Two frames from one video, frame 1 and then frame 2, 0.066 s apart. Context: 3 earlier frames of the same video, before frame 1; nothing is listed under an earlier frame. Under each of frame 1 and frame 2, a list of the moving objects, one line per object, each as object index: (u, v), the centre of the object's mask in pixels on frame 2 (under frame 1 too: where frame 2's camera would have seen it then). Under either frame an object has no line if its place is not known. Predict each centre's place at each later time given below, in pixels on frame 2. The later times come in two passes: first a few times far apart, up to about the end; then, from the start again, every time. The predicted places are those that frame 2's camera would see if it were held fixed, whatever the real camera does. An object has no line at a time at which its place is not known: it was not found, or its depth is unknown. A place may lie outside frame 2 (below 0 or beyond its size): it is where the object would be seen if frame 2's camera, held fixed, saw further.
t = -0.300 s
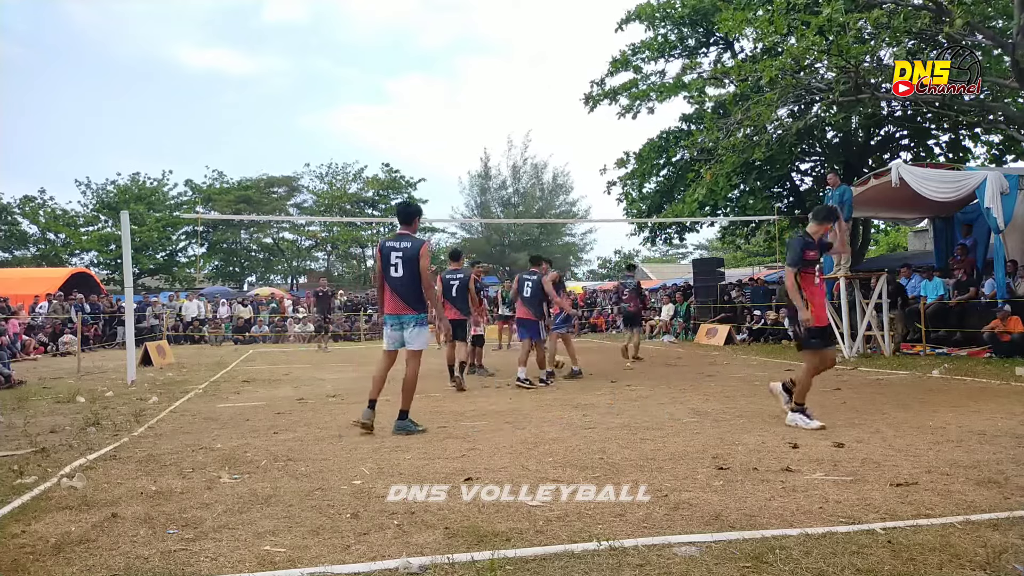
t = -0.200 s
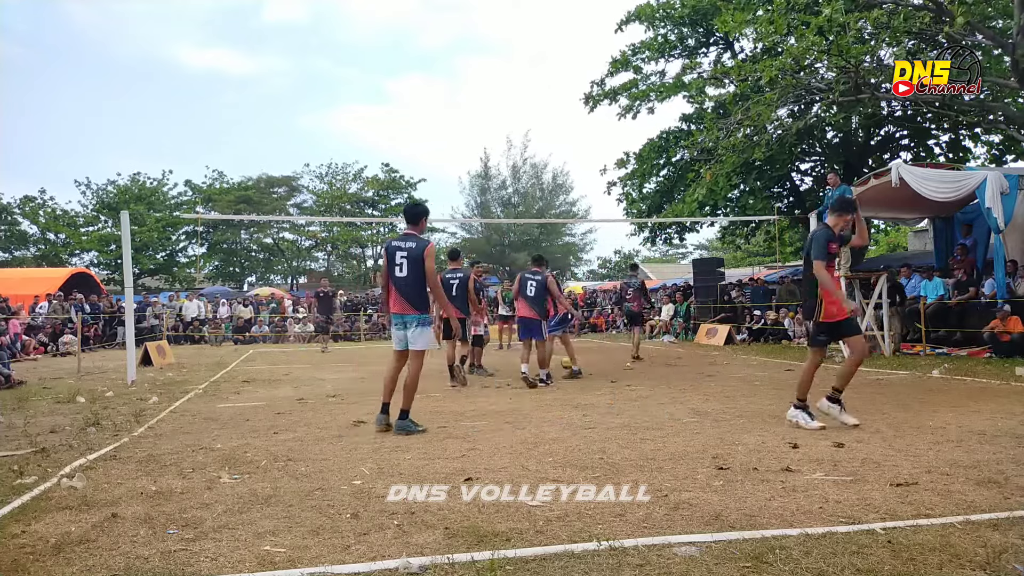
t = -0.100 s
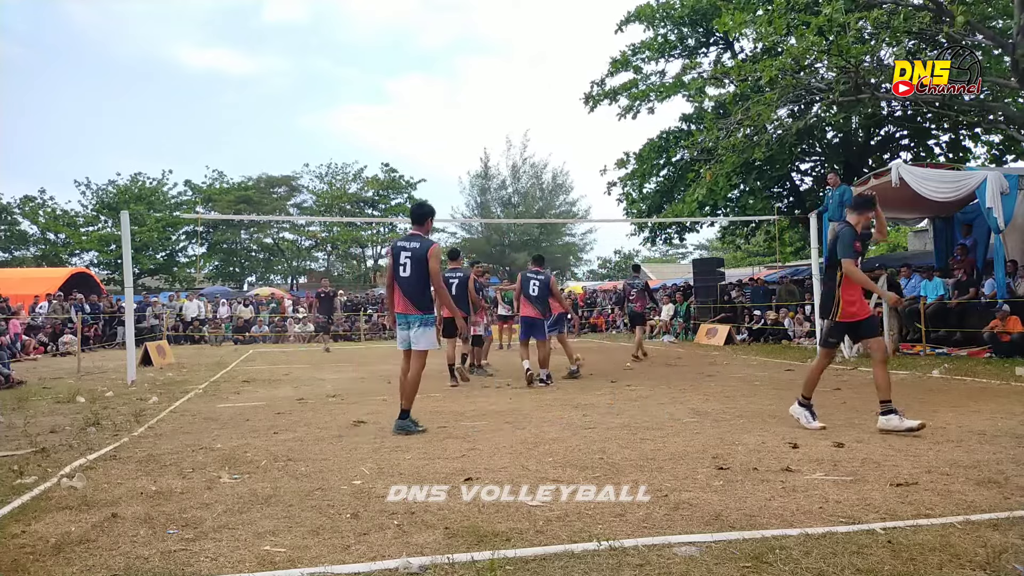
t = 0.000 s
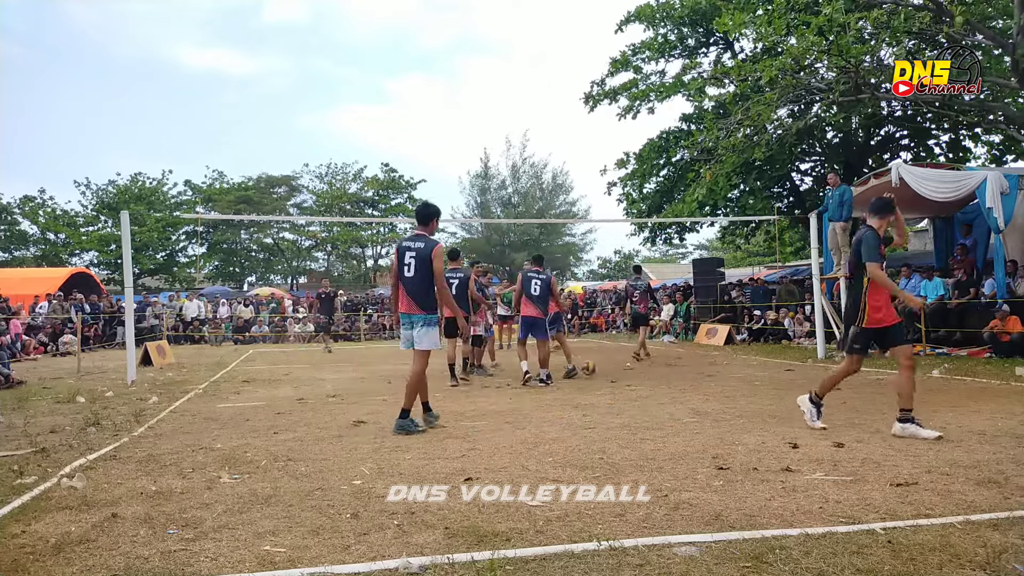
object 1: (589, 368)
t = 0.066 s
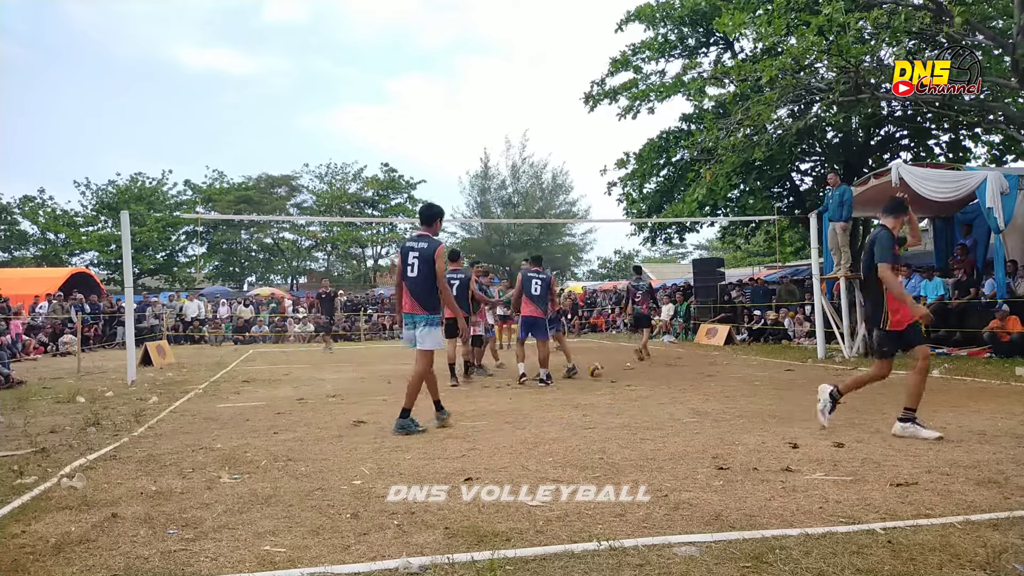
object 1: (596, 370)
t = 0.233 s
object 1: (613, 368)
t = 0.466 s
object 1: (644, 375)
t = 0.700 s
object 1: (682, 383)
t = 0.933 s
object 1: (727, 390)
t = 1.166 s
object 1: (781, 399)
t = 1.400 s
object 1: (848, 409)
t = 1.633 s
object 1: (931, 424)
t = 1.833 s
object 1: (1011, 434)
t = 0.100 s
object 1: (599, 368)
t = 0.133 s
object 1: (602, 367)
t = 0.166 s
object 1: (606, 366)
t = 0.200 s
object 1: (610, 366)
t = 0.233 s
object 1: (613, 368)
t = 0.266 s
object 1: (617, 370)
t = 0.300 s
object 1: (623, 373)
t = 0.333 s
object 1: (626, 375)
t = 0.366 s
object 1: (630, 377)
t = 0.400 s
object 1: (634, 376)
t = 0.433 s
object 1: (639, 375)
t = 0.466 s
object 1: (644, 375)
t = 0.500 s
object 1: (649, 375)
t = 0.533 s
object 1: (654, 377)
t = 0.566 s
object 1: (660, 379)
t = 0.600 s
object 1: (665, 383)
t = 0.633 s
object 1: (671, 384)
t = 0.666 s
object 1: (676, 383)
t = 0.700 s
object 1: (682, 383)
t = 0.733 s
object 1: (689, 384)
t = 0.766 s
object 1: (694, 387)
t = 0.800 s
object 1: (701, 390)
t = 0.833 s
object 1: (708, 390)
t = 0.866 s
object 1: (714, 389)
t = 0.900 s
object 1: (720, 389)
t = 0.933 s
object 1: (727, 390)
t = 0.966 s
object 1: (735, 391)
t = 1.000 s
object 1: (743, 395)
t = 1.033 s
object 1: (749, 399)
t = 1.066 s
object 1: (757, 397)
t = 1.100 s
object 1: (765, 396)
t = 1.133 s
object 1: (772, 397)
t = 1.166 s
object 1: (781, 399)
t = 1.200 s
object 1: (790, 403)
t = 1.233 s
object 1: (799, 407)
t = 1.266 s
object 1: (809, 406)
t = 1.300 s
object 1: (817, 405)
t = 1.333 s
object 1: (827, 405)
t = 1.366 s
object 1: (838, 406)
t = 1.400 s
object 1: (848, 409)
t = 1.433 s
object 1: (858, 413)
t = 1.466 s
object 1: (870, 413)
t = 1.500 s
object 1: (880, 412)
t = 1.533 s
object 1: (892, 413)
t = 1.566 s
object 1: (904, 415)
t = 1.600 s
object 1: (917, 420)
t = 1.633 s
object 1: (931, 424)
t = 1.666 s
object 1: (944, 425)
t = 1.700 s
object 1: (958, 425)
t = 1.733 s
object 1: (972, 426)
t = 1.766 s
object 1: (988, 430)
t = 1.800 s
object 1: (1003, 434)
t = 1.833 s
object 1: (1011, 434)
